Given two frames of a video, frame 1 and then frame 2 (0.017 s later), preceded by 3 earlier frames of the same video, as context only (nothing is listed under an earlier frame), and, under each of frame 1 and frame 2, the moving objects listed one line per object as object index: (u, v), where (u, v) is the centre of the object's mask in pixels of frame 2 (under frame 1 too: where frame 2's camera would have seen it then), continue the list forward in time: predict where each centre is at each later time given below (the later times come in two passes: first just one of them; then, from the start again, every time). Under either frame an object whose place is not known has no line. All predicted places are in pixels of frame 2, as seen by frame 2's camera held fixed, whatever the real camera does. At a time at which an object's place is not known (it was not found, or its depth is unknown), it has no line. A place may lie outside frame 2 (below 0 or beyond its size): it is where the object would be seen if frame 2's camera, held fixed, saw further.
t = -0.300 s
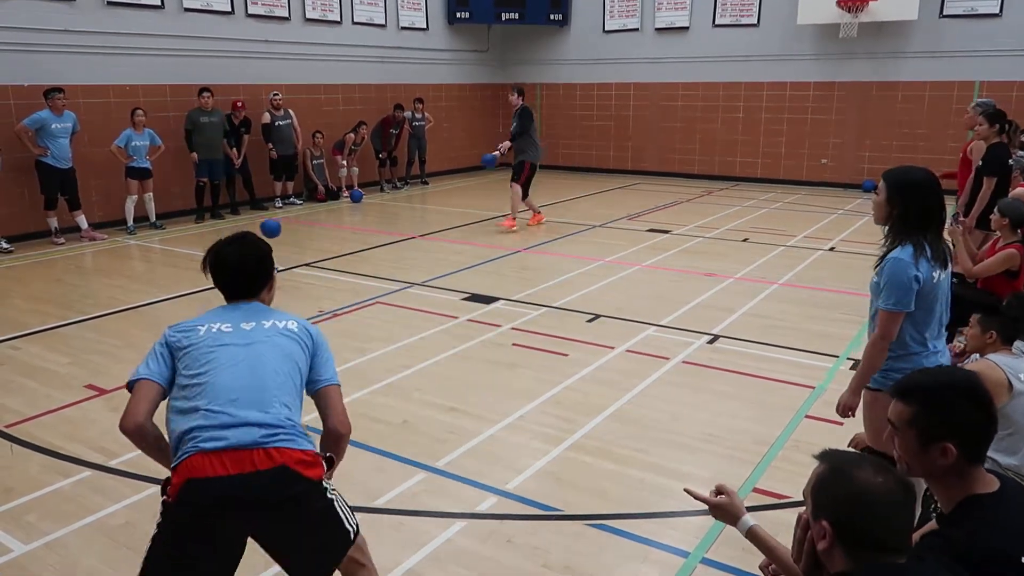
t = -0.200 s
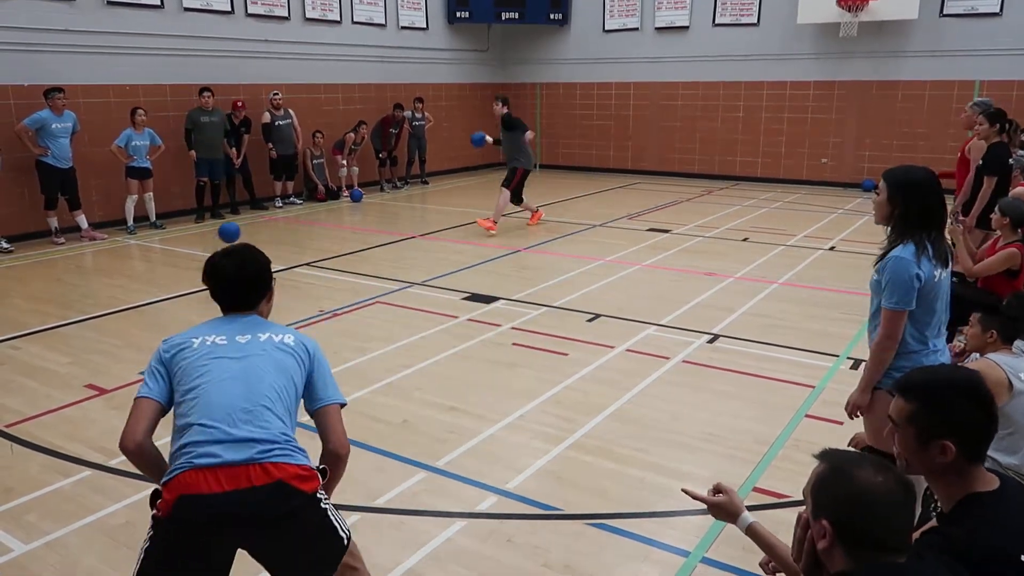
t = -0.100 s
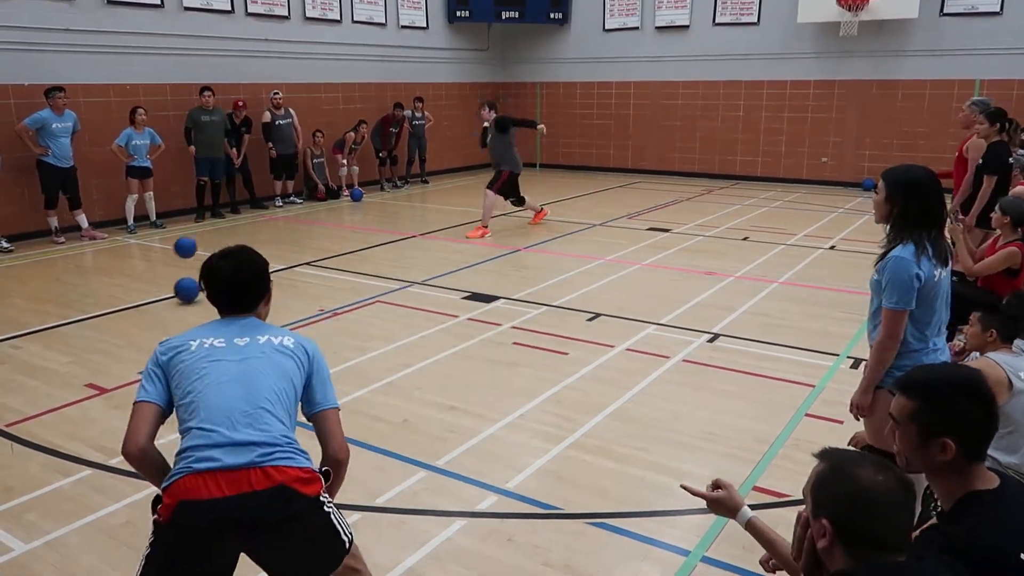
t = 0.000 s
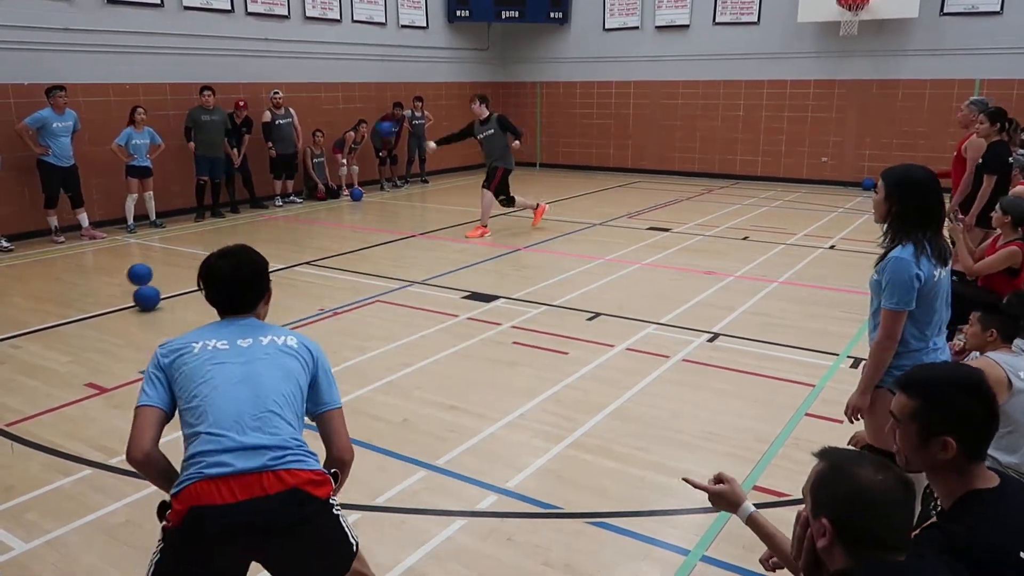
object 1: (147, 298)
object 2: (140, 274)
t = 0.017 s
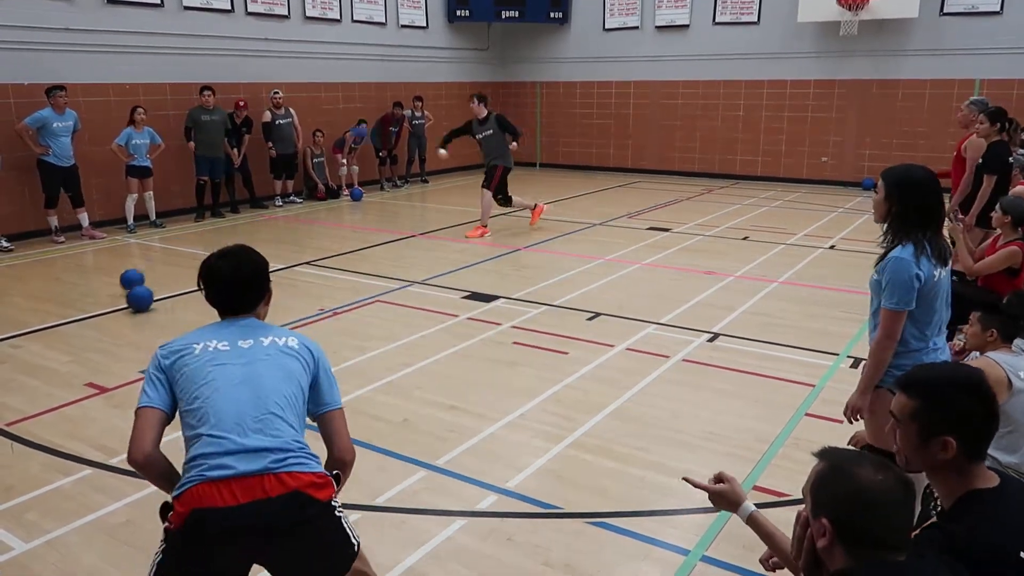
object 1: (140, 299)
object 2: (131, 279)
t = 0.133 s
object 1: (91, 308)
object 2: (70, 281)
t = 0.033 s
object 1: (133, 300)
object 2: (122, 283)
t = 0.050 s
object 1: (126, 301)
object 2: (114, 284)
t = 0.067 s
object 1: (120, 302)
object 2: (106, 283)
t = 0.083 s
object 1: (112, 303)
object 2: (97, 282)
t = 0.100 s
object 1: (106, 305)
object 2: (88, 281)
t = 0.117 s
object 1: (98, 306)
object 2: (79, 281)
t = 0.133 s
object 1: (91, 308)
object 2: (70, 281)
